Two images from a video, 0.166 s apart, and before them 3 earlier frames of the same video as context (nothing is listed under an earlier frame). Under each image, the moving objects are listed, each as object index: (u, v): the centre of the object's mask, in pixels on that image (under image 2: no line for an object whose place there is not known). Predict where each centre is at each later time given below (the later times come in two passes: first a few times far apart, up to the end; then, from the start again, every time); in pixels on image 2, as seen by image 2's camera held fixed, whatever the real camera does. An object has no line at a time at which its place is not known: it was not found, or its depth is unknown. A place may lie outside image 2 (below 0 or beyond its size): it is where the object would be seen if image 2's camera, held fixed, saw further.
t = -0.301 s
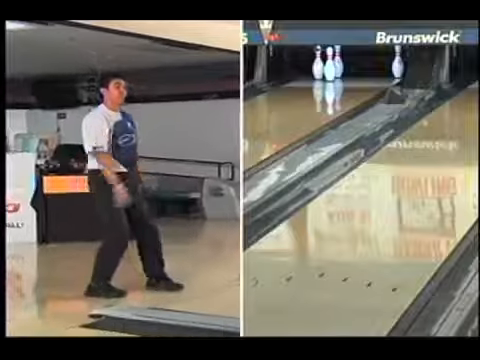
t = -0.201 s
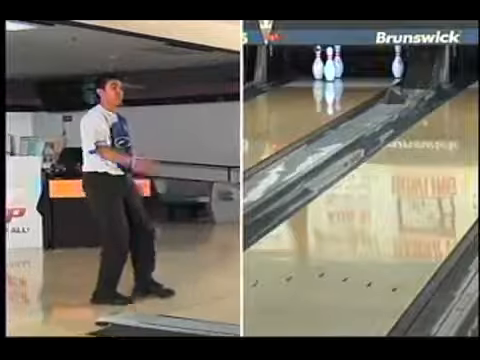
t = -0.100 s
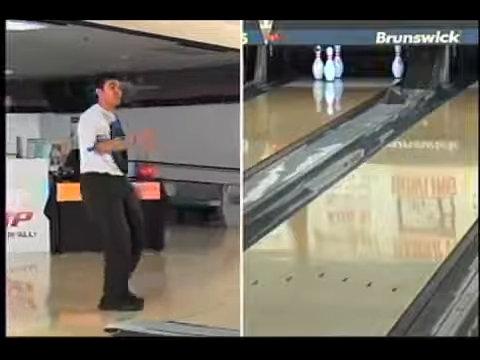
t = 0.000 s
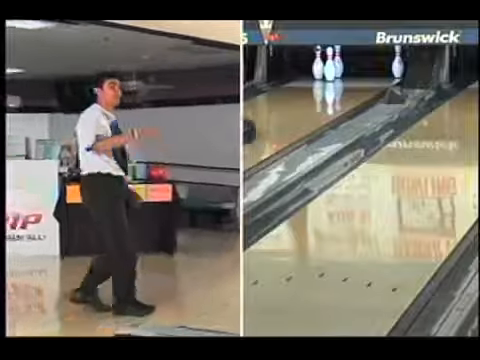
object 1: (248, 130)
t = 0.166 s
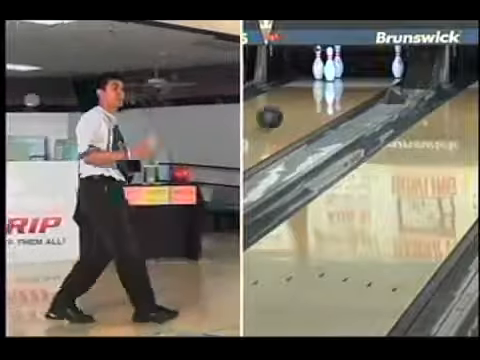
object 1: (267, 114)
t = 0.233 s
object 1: (277, 111)
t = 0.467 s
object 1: (300, 96)
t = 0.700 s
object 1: (309, 83)
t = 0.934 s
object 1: (312, 73)
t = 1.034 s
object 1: (314, 71)
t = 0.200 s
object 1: (272, 114)
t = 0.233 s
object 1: (277, 111)
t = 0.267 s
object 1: (280, 109)
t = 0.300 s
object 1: (284, 107)
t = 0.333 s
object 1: (288, 105)
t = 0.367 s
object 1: (291, 104)
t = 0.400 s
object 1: (293, 102)
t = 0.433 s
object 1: (295, 100)
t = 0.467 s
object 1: (300, 96)
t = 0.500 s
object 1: (301, 93)
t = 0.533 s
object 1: (302, 92)
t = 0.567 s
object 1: (304, 90)
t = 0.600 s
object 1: (306, 89)
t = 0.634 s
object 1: (309, 87)
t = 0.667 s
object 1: (309, 85)
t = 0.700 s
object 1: (309, 83)
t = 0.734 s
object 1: (310, 82)
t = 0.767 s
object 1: (310, 80)
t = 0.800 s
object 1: (311, 79)
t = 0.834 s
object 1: (311, 78)
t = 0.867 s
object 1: (312, 74)
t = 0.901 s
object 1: (311, 74)
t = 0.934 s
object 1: (312, 73)
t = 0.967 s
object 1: (311, 73)
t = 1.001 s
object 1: (314, 70)
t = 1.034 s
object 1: (314, 71)
